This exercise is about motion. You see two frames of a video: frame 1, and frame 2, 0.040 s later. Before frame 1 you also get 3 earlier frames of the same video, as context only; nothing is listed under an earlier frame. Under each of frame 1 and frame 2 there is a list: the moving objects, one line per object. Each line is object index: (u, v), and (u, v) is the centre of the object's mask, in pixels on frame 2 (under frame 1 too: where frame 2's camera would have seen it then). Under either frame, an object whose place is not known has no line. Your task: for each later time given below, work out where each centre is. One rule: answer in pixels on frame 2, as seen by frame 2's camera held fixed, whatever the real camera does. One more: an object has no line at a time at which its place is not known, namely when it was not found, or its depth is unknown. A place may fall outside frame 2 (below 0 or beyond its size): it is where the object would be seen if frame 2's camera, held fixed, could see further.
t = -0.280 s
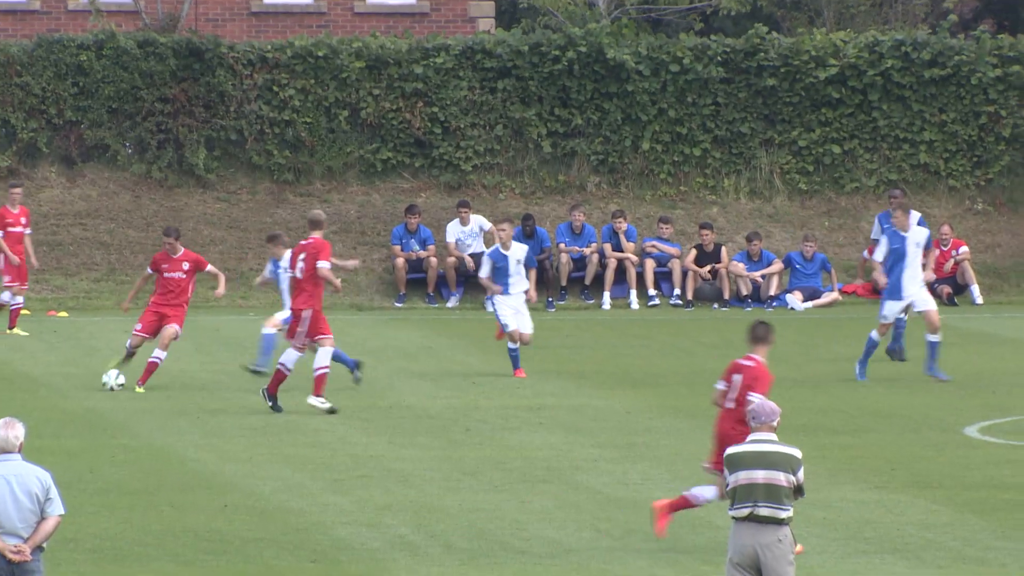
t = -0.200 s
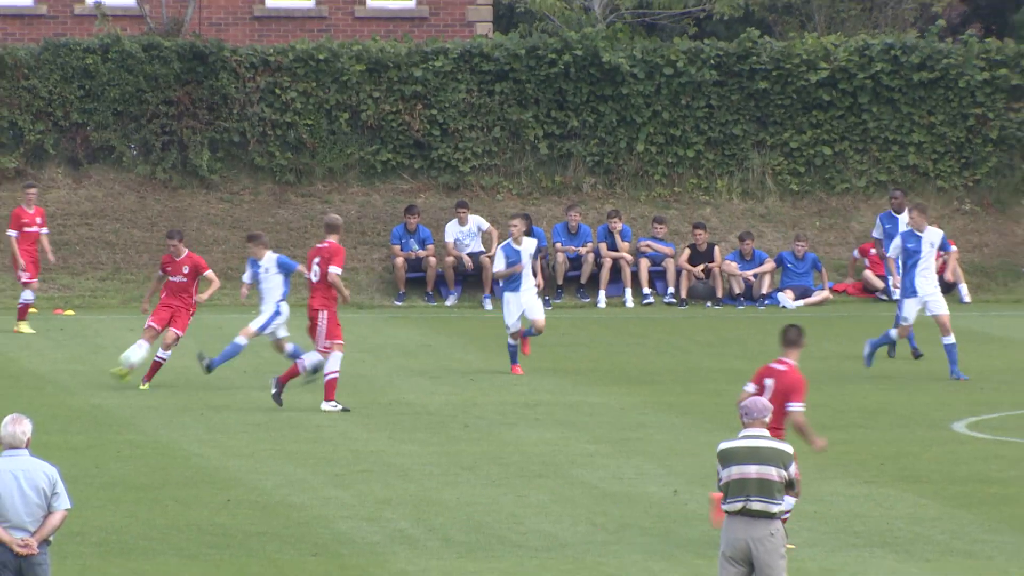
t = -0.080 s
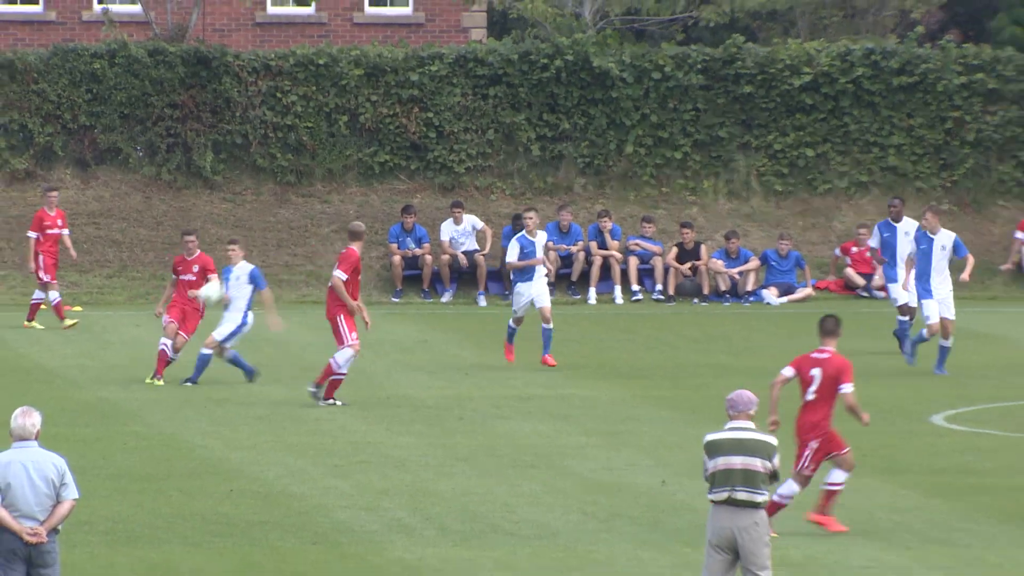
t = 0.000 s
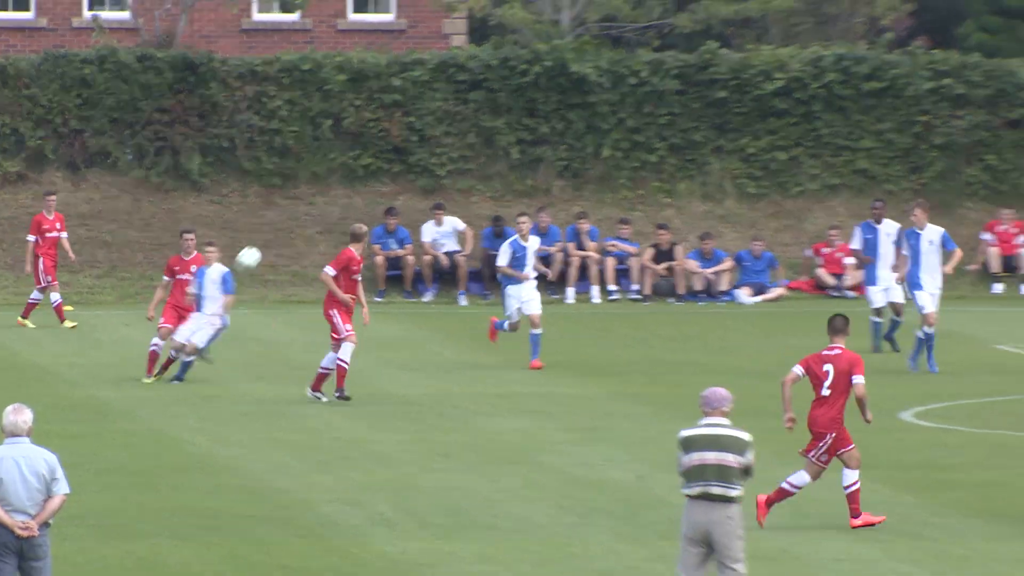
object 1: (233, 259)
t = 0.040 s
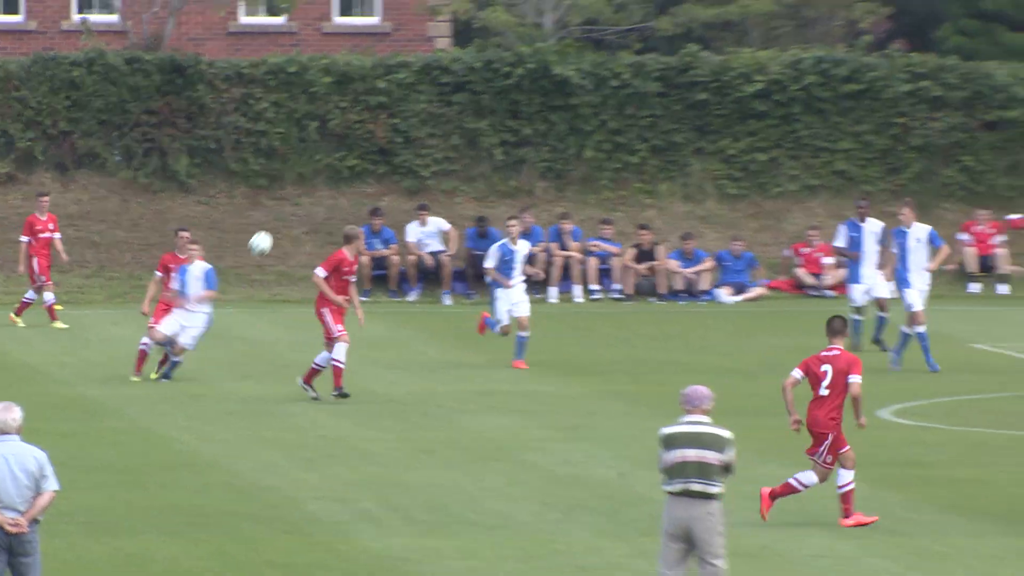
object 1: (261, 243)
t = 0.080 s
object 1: (290, 228)
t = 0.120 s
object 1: (318, 216)
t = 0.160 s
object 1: (348, 204)
